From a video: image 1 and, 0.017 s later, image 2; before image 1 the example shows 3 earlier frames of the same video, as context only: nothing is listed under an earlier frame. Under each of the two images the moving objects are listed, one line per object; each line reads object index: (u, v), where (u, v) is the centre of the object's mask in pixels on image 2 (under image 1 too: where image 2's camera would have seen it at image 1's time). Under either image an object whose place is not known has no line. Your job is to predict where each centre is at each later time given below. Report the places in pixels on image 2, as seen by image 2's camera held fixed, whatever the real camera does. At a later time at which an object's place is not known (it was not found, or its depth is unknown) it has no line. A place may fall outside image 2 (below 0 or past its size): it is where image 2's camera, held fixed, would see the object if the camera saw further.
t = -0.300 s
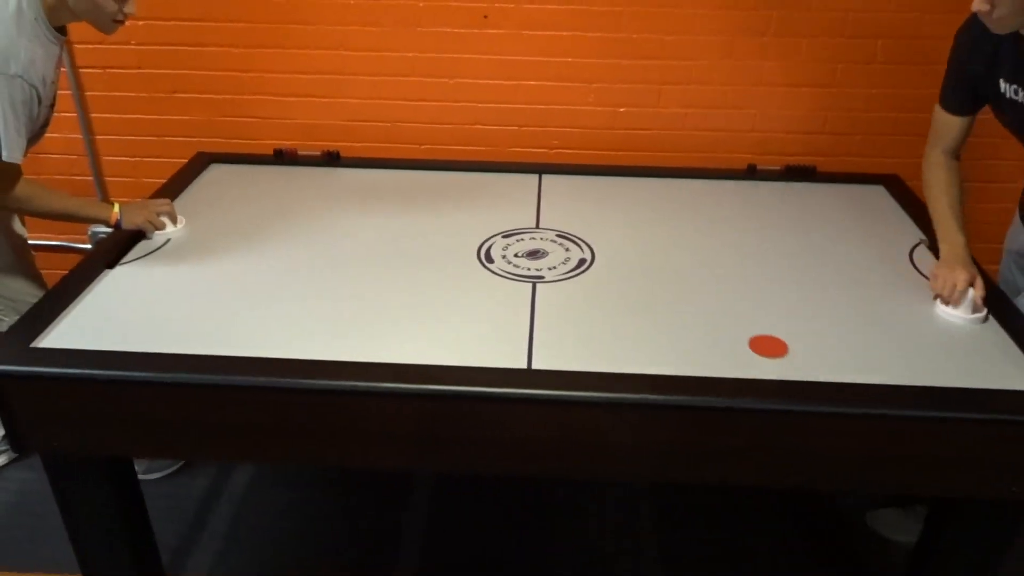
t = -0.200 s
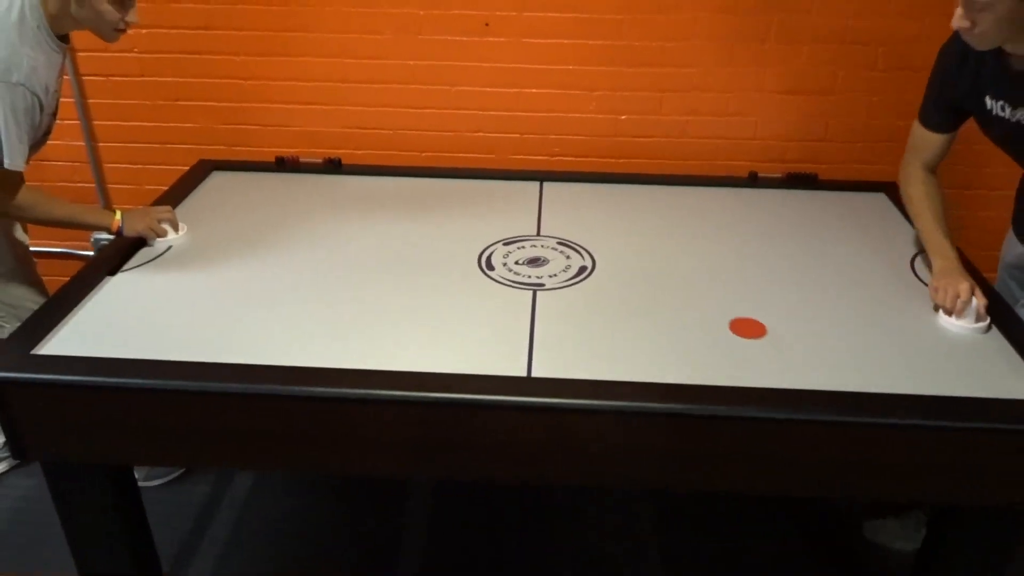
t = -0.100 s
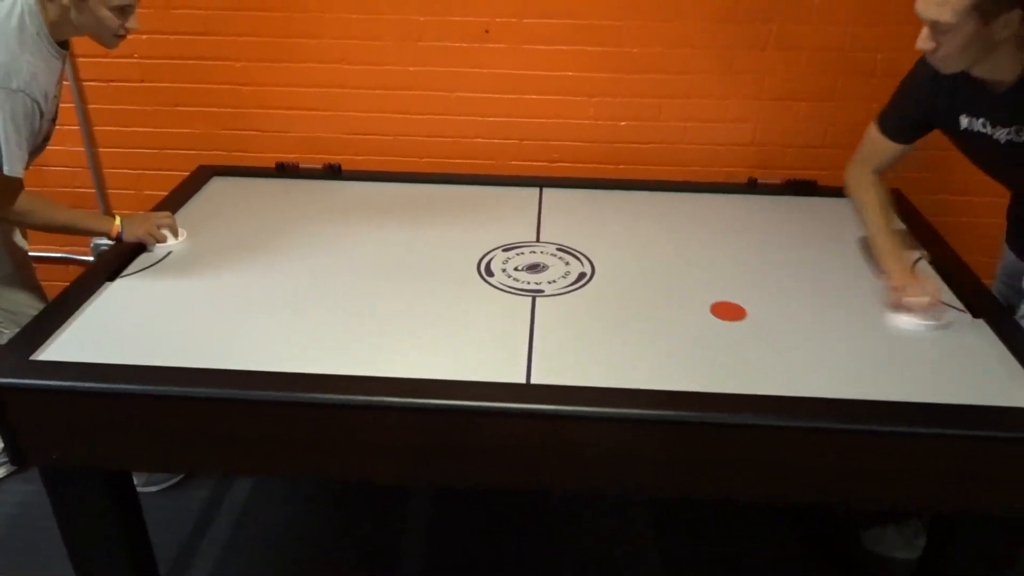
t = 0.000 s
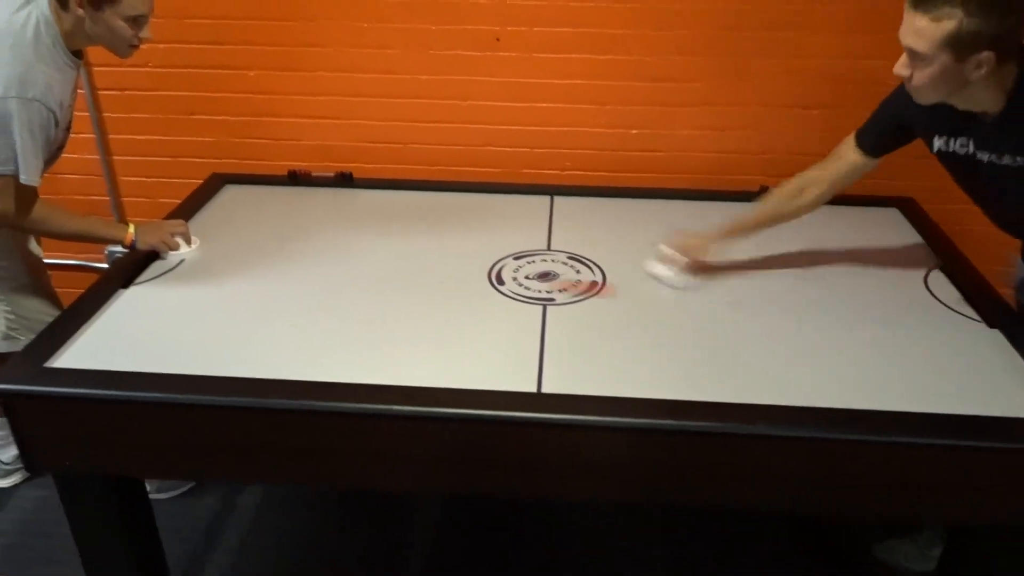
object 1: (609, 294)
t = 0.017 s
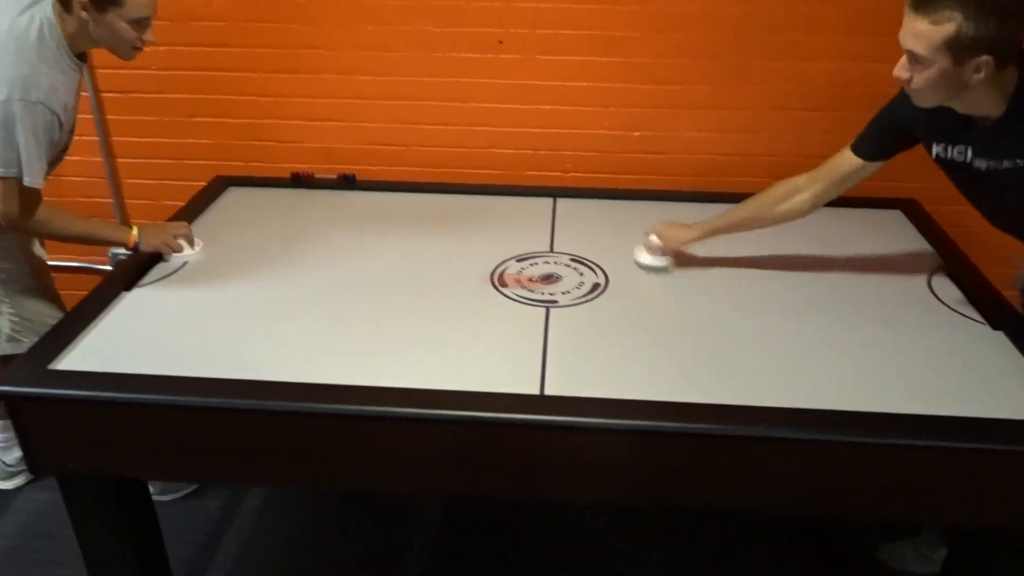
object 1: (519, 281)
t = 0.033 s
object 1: (457, 273)
